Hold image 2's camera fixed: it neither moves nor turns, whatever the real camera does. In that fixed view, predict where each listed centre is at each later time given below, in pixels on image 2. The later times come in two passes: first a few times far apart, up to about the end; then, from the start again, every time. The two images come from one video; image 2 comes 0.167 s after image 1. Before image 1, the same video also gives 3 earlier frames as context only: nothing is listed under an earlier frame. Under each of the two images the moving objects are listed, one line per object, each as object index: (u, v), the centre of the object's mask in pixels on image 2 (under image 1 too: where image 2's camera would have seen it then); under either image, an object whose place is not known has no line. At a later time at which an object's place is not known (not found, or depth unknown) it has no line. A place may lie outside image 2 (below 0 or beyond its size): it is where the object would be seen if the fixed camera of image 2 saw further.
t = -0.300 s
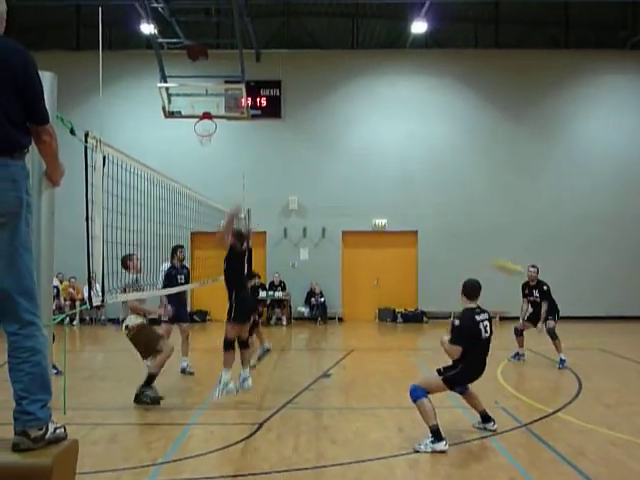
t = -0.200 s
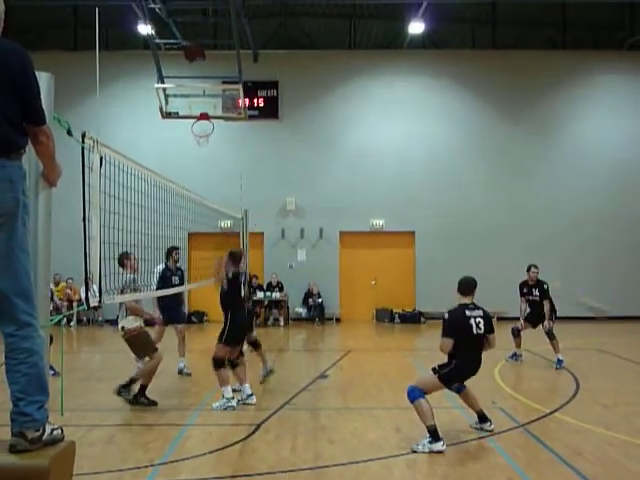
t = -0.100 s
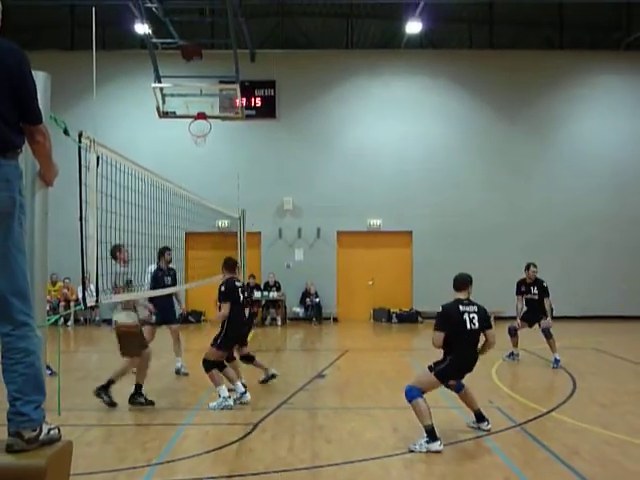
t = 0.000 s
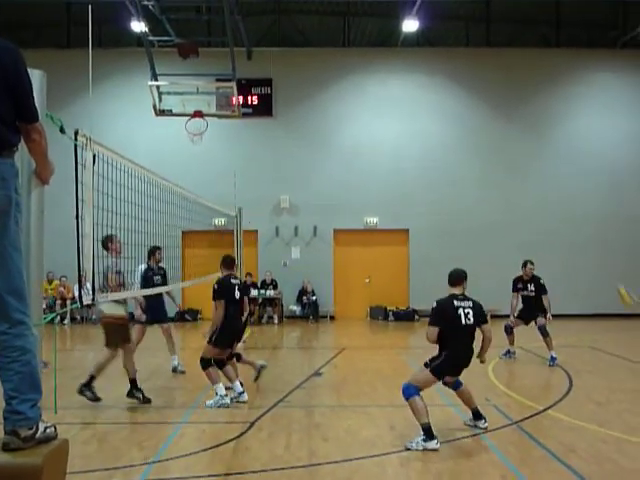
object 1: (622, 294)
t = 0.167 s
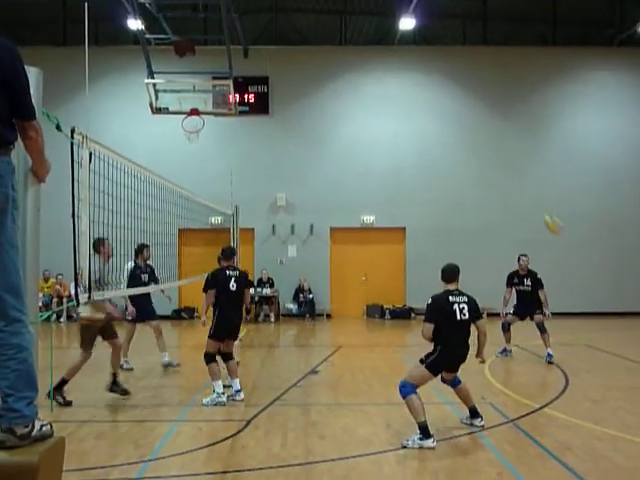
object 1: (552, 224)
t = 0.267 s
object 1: (515, 194)
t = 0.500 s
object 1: (438, 152)
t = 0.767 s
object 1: (362, 148)
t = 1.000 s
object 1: (304, 175)
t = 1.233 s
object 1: (251, 225)
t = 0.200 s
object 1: (539, 213)
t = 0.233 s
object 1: (527, 203)
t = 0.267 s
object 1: (515, 194)
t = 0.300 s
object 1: (503, 185)
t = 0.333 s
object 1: (492, 178)
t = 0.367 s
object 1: (480, 170)
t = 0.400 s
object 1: (469, 165)
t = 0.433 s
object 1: (458, 160)
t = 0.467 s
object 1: (447, 155)
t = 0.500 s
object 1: (438, 152)
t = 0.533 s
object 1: (427, 149)
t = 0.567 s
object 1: (417, 147)
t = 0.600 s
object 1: (408, 146)
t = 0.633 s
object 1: (398, 145)
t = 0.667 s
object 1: (389, 145)
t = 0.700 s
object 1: (379, 145)
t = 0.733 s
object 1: (371, 146)
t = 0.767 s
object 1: (362, 148)
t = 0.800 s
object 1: (353, 151)
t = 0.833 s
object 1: (344, 153)
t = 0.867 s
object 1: (336, 156)
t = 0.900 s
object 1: (328, 160)
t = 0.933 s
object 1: (319, 165)
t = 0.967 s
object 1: (312, 170)
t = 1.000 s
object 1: (304, 175)
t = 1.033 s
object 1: (296, 181)
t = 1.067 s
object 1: (288, 188)
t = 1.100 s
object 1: (281, 197)
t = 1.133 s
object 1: (273, 204)
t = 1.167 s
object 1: (266, 209)
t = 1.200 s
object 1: (259, 218)
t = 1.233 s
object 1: (251, 225)
